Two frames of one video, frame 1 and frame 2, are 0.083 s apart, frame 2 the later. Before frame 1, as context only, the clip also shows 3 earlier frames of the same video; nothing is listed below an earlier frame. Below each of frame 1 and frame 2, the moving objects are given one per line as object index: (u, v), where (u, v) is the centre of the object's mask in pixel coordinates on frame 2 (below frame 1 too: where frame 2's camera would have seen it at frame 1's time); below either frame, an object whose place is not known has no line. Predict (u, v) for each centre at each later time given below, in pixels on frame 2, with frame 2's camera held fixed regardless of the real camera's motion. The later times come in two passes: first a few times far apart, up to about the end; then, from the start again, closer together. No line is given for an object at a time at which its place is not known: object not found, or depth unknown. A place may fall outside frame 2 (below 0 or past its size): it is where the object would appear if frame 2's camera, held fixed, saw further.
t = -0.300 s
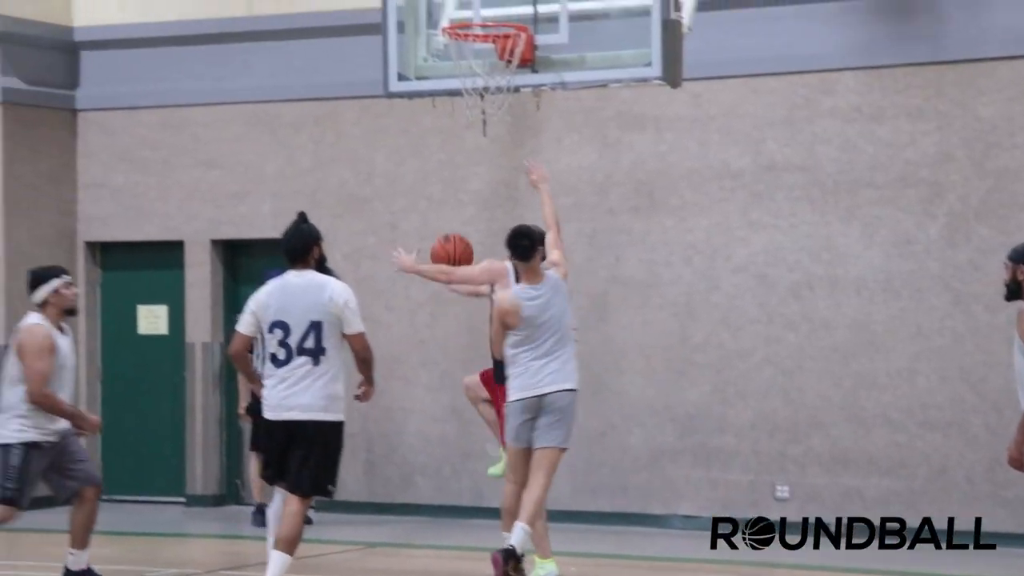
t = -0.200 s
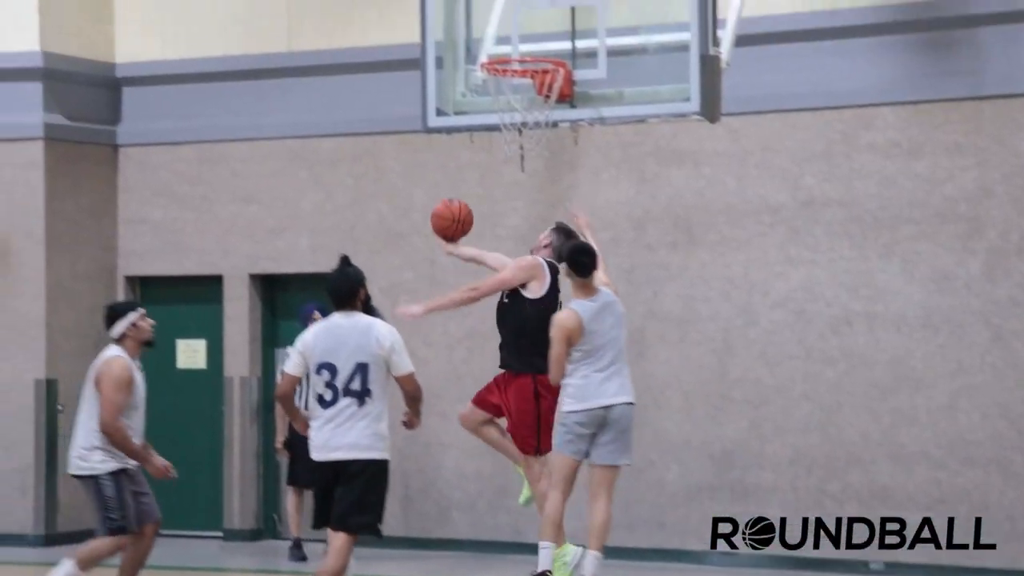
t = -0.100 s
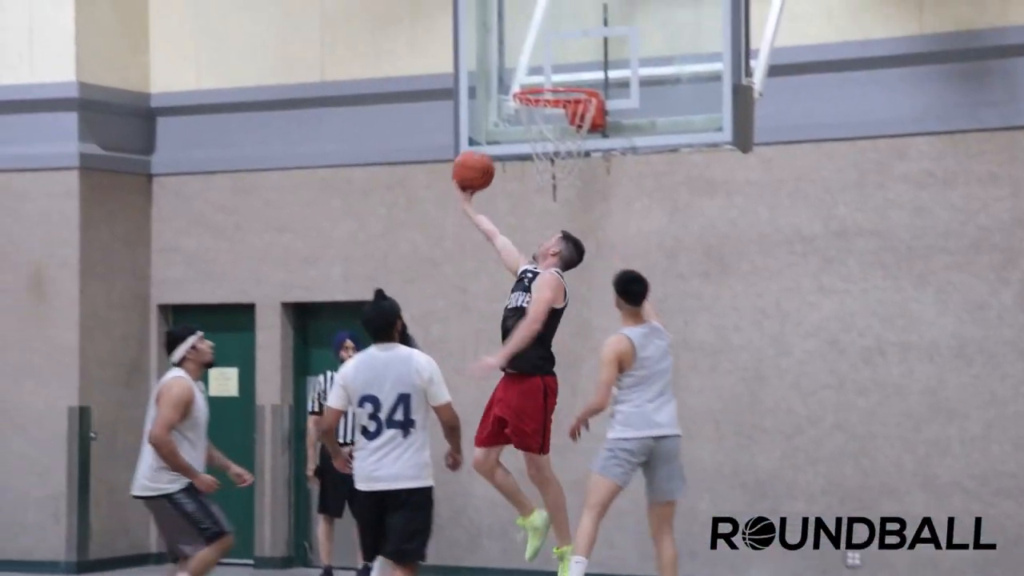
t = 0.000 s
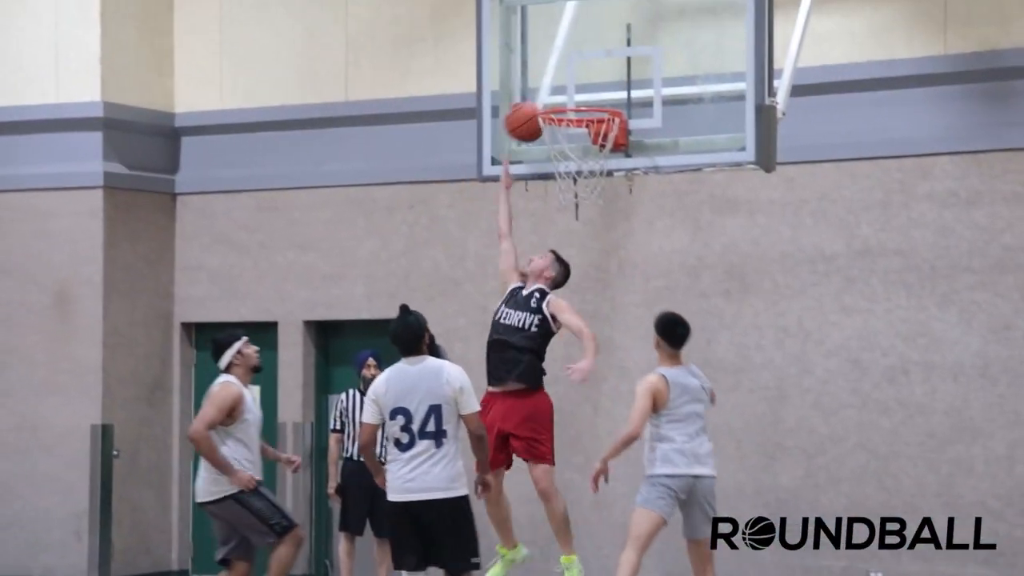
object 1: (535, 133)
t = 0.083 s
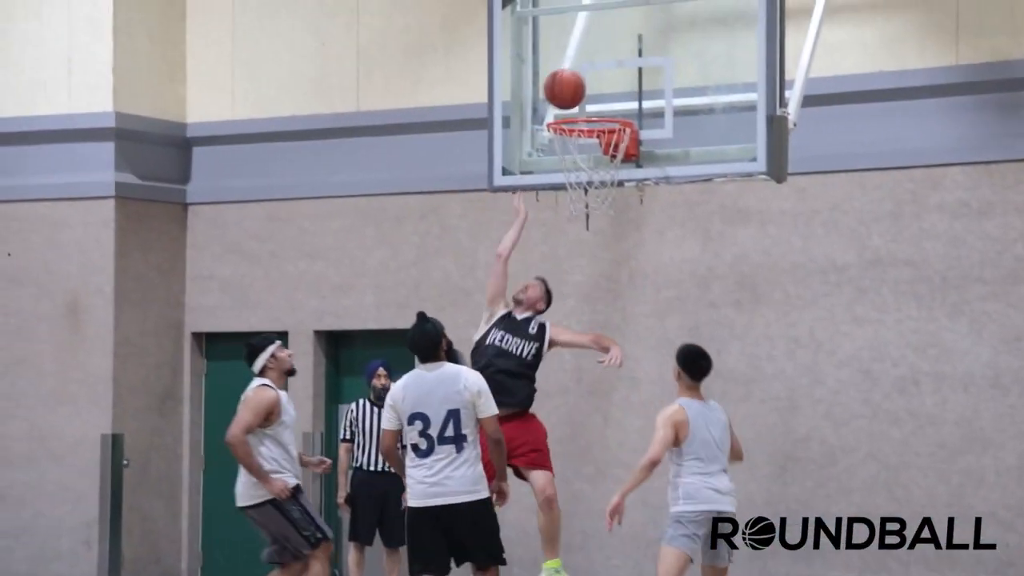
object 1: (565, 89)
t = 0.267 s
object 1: (580, 70)
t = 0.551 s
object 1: (584, 114)
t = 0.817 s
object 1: (586, 110)
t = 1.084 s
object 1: (583, 202)
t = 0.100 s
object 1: (567, 84)
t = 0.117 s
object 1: (568, 80)
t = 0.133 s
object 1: (570, 77)
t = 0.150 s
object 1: (571, 75)
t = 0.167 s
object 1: (572, 72)
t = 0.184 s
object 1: (574, 71)
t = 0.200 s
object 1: (575, 69)
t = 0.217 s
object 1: (576, 69)
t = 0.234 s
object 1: (578, 69)
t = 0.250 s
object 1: (579, 69)
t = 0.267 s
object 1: (580, 70)
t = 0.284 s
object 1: (582, 71)
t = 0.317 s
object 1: (584, 75)
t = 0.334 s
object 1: (586, 77)
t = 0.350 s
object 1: (587, 81)
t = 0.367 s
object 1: (588, 84)
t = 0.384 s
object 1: (590, 88)
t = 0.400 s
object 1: (591, 93)
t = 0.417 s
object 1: (593, 98)
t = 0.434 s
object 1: (594, 102)
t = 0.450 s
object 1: (594, 104)
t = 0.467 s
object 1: (593, 104)
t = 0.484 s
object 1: (591, 105)
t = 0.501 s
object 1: (589, 105)
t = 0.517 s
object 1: (587, 106)
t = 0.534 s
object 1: (585, 107)
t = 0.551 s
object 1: (584, 114)
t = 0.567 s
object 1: (583, 117)
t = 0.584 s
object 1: (581, 120)
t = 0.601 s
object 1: (583, 118)
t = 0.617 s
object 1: (587, 108)
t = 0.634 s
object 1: (589, 108)
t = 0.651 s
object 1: (592, 108)
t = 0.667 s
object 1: (595, 107)
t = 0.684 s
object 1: (597, 107)
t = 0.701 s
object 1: (600, 107)
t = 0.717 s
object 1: (601, 108)
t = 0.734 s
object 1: (599, 108)
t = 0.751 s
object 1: (597, 108)
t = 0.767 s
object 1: (594, 108)
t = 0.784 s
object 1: (592, 109)
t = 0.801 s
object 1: (589, 110)
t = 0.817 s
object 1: (586, 110)
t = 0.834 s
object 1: (584, 125)
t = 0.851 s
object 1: (581, 129)
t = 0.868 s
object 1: (578, 133)
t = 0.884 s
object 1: (576, 138)
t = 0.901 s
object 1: (575, 140)
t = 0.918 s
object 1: (575, 143)
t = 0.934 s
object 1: (575, 148)
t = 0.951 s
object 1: (576, 153)
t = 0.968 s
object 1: (577, 159)
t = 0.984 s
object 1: (578, 166)
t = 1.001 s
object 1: (579, 171)
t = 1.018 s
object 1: (580, 177)
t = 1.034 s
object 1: (580, 183)
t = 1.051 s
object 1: (581, 188)
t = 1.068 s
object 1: (582, 195)
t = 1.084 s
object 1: (583, 202)
